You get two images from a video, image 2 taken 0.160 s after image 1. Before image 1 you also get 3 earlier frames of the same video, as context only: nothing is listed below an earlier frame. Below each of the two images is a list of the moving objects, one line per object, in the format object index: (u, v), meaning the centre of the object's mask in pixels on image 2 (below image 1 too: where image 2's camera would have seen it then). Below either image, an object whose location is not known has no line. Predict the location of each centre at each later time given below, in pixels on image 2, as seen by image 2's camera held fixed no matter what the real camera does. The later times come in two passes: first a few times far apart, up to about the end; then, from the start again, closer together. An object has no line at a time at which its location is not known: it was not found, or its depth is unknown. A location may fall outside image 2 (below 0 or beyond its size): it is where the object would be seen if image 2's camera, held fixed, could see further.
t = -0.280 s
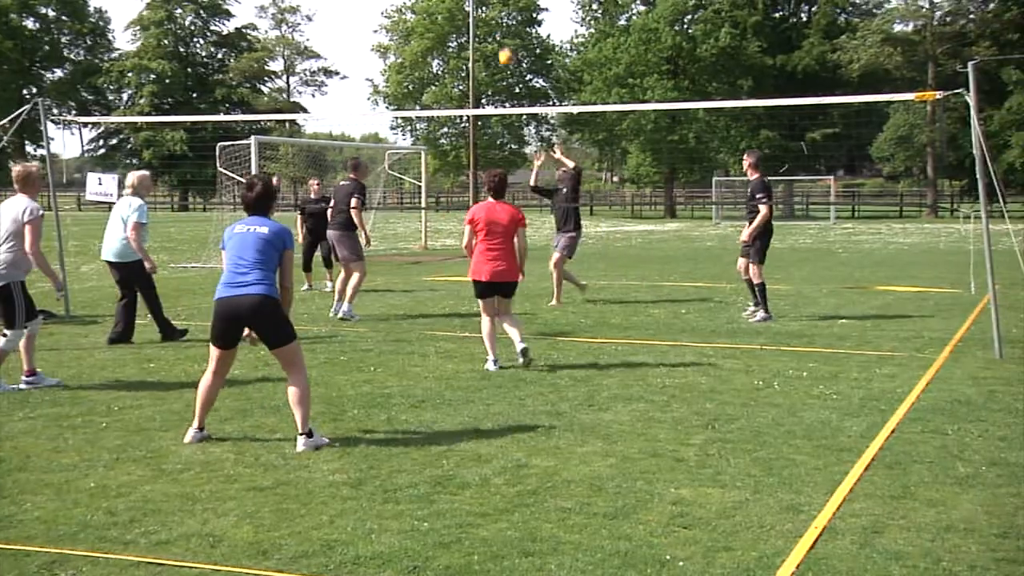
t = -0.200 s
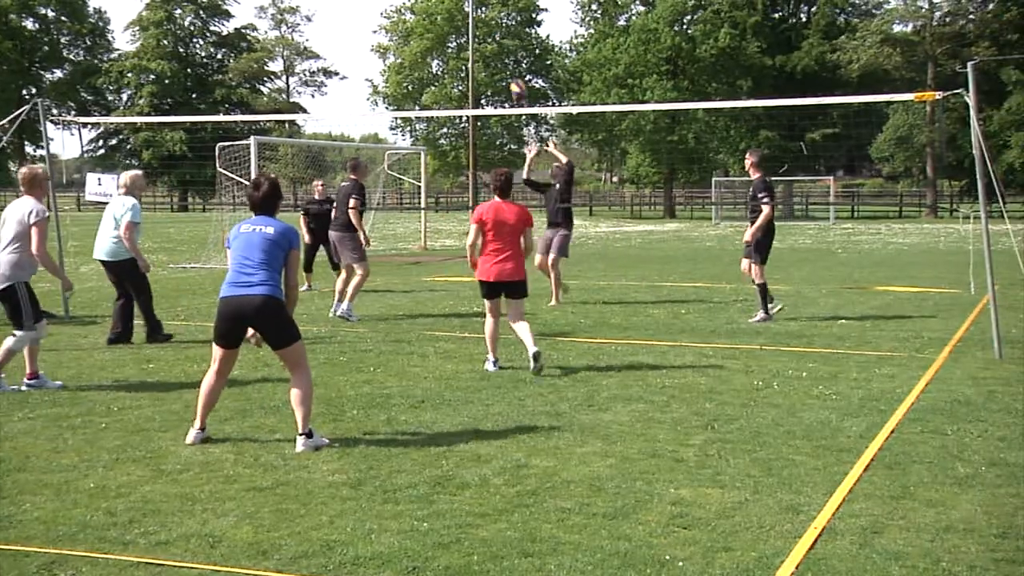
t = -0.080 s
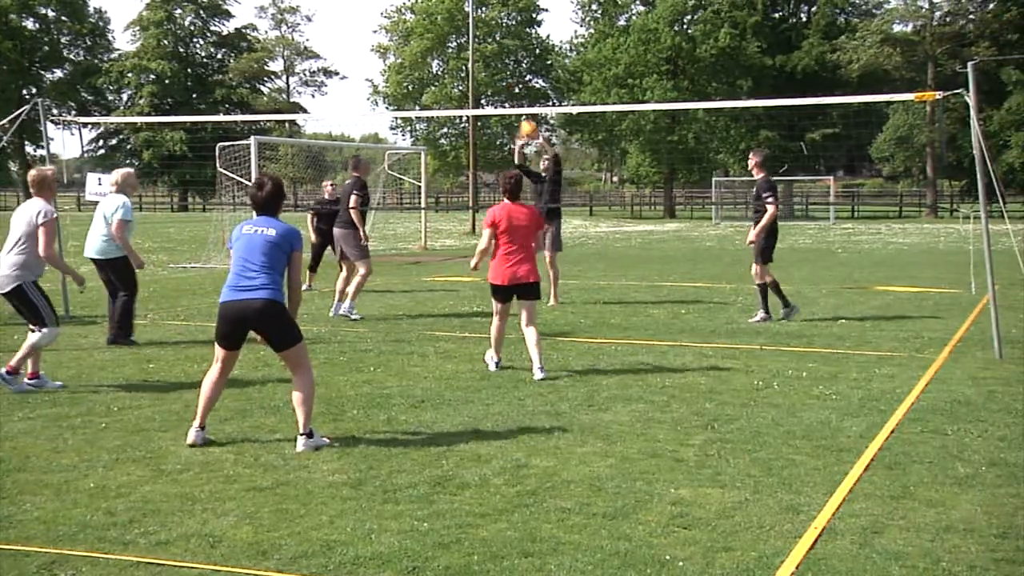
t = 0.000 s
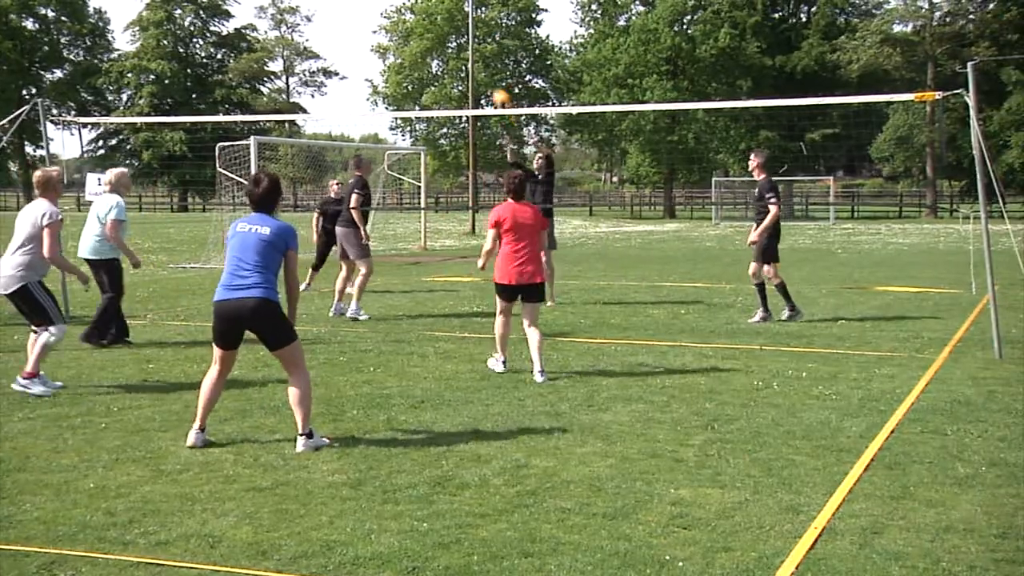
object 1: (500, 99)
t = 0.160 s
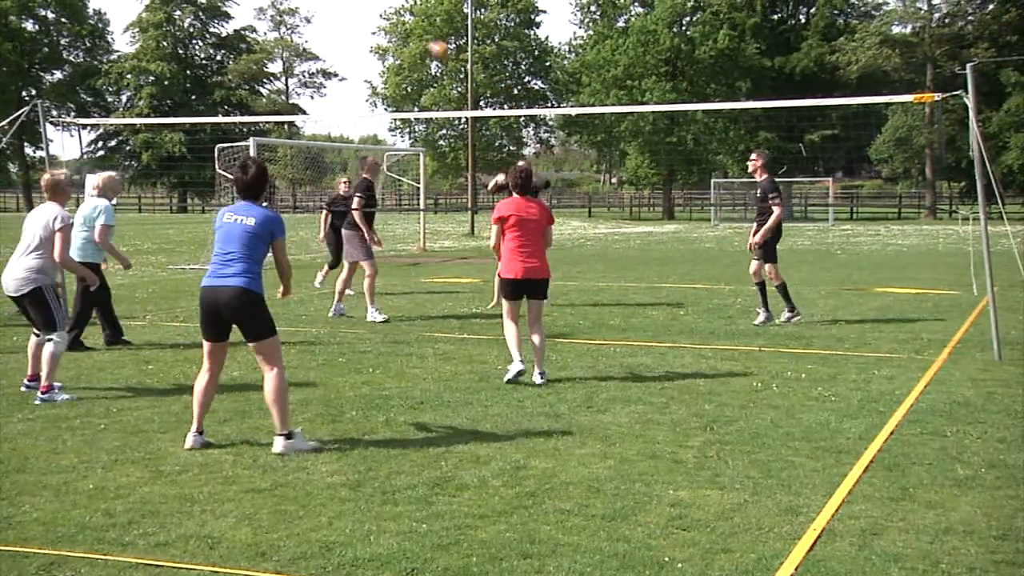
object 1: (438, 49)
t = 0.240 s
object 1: (405, 30)
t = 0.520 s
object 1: (266, 15)
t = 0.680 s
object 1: (173, 45)
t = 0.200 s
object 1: (424, 41)
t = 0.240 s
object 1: (405, 30)
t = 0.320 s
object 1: (370, 19)
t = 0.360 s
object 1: (351, 15)
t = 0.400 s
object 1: (331, 12)
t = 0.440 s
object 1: (309, 12)
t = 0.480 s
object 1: (288, 12)
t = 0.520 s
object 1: (266, 15)
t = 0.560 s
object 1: (245, 20)
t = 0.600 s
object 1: (220, 25)
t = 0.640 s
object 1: (197, 34)
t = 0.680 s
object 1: (173, 45)
